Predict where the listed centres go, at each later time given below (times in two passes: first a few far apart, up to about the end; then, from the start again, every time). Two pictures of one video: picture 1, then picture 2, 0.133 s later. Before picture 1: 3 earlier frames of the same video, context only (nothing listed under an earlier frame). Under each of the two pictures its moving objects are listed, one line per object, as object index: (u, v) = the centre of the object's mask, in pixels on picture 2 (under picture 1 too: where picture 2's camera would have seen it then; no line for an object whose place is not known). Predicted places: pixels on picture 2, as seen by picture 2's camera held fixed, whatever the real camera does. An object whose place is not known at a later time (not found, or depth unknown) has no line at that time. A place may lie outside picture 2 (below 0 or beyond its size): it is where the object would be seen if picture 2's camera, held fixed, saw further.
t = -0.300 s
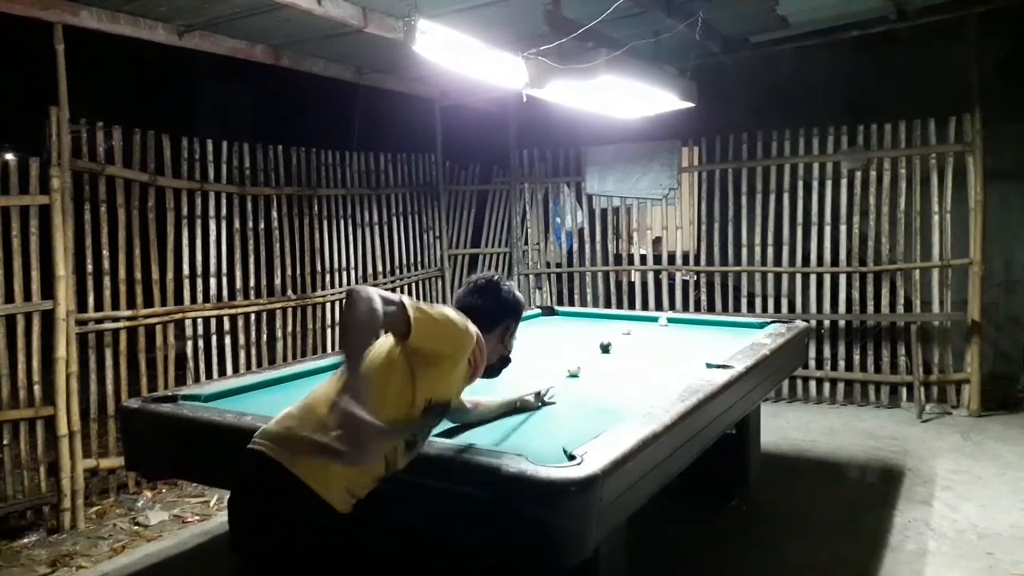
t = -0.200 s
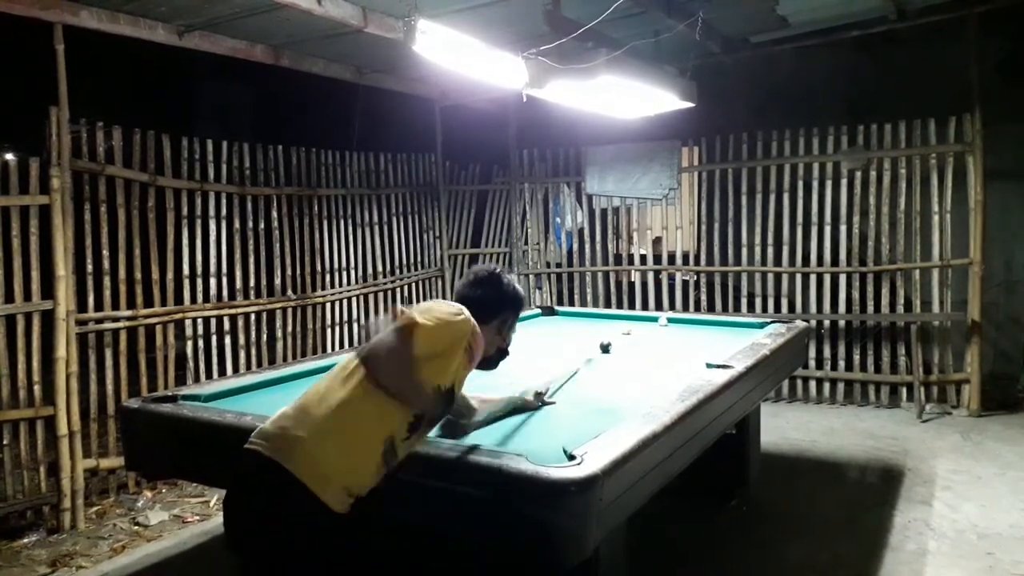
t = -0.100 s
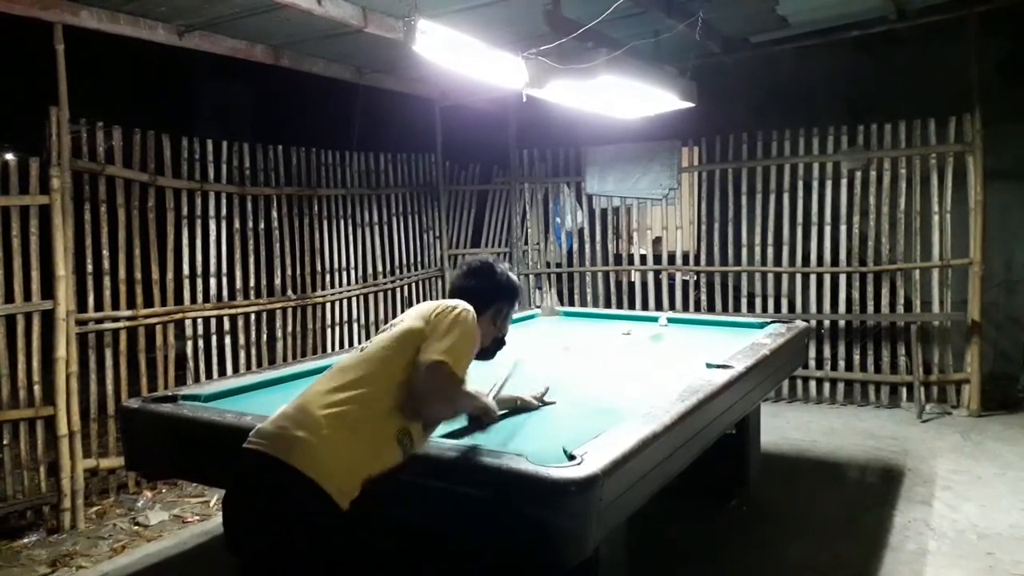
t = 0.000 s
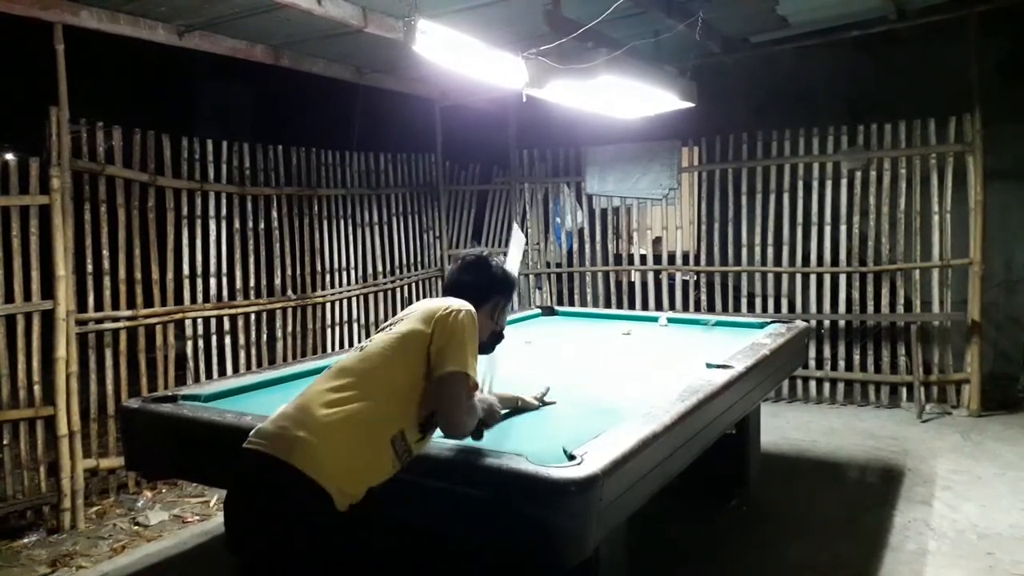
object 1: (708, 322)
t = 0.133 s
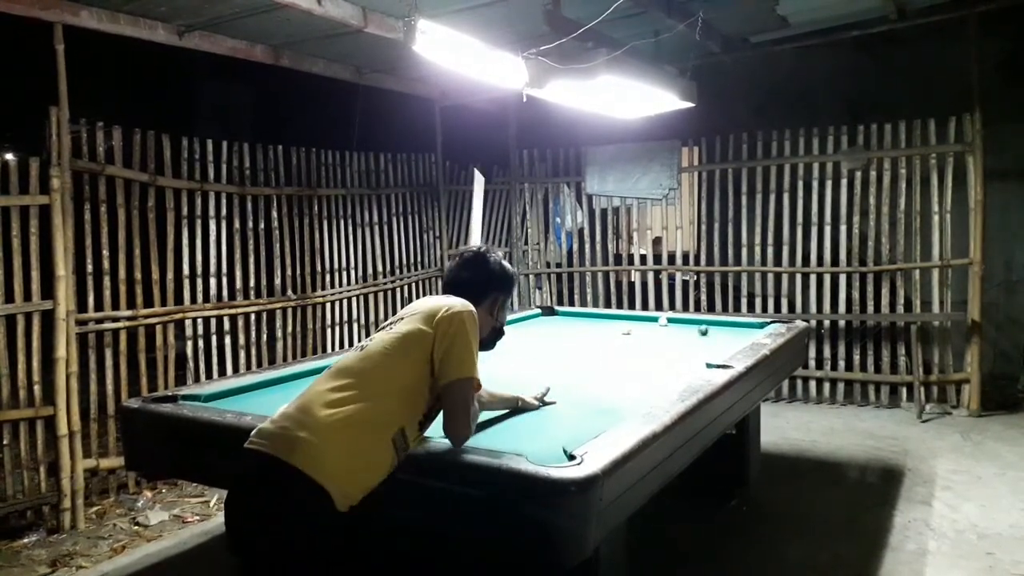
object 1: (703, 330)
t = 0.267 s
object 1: (685, 341)
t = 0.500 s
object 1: (646, 367)
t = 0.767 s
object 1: (579, 410)
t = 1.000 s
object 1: (525, 442)
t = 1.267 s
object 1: (576, 406)
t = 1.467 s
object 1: (604, 386)
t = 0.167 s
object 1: (699, 333)
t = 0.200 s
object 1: (694, 336)
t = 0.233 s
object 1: (690, 339)
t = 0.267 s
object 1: (685, 341)
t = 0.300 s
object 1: (681, 344)
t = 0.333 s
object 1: (675, 348)
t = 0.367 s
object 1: (670, 352)
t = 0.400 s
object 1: (664, 355)
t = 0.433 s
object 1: (659, 359)
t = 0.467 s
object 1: (652, 363)
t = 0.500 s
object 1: (646, 367)
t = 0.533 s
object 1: (639, 371)
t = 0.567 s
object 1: (632, 376)
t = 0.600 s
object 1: (624, 381)
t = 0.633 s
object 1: (616, 386)
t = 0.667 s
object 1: (608, 392)
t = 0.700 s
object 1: (599, 397)
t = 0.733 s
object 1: (590, 403)
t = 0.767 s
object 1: (579, 410)
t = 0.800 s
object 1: (569, 416)
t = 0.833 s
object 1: (557, 424)
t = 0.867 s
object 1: (545, 431)
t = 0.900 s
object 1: (532, 440)
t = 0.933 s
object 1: (519, 444)
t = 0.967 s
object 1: (518, 443)
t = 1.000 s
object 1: (525, 442)
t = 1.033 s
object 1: (533, 437)
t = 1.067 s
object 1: (540, 432)
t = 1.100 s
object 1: (547, 427)
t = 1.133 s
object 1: (553, 422)
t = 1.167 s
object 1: (559, 418)
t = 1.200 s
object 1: (565, 414)
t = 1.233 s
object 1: (571, 410)
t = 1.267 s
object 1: (576, 406)
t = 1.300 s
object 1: (581, 402)
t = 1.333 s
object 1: (586, 399)
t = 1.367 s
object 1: (591, 396)
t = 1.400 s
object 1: (595, 392)
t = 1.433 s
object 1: (600, 389)
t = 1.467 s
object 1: (604, 386)
